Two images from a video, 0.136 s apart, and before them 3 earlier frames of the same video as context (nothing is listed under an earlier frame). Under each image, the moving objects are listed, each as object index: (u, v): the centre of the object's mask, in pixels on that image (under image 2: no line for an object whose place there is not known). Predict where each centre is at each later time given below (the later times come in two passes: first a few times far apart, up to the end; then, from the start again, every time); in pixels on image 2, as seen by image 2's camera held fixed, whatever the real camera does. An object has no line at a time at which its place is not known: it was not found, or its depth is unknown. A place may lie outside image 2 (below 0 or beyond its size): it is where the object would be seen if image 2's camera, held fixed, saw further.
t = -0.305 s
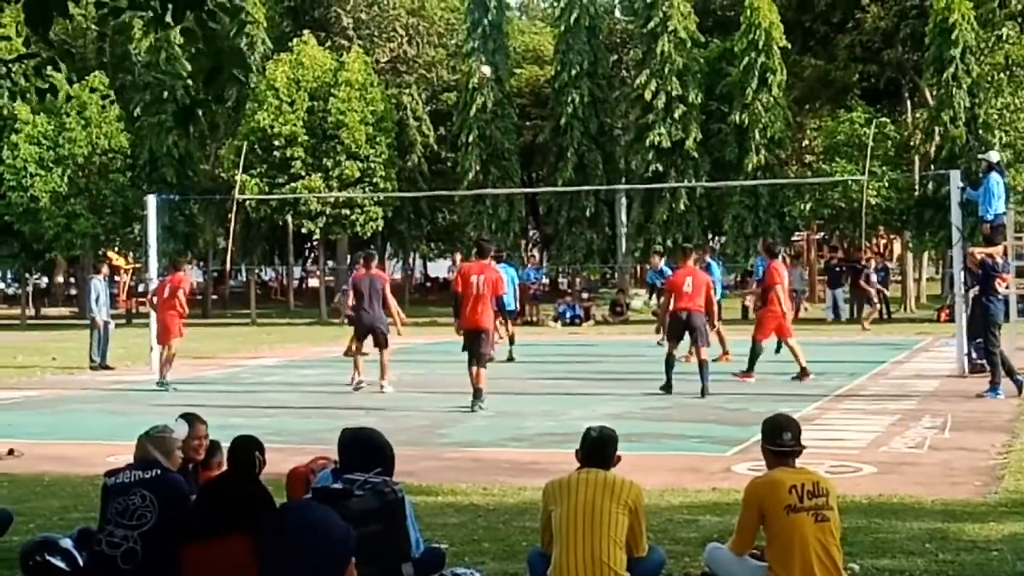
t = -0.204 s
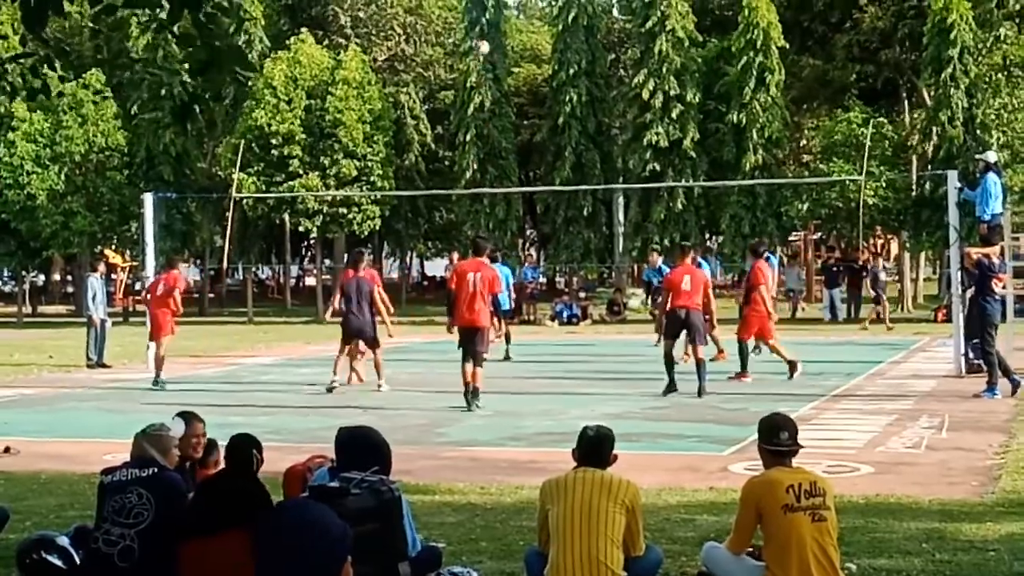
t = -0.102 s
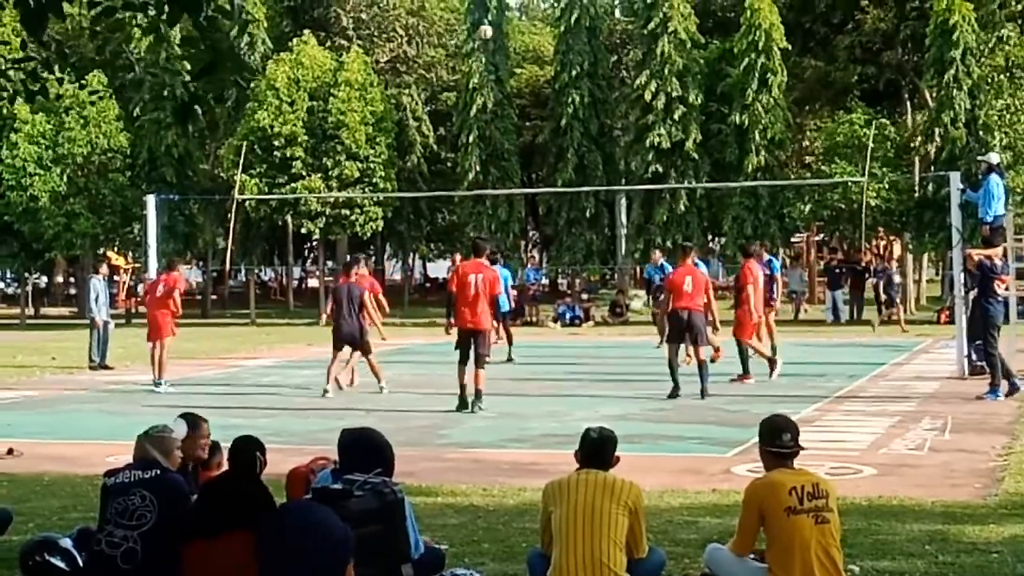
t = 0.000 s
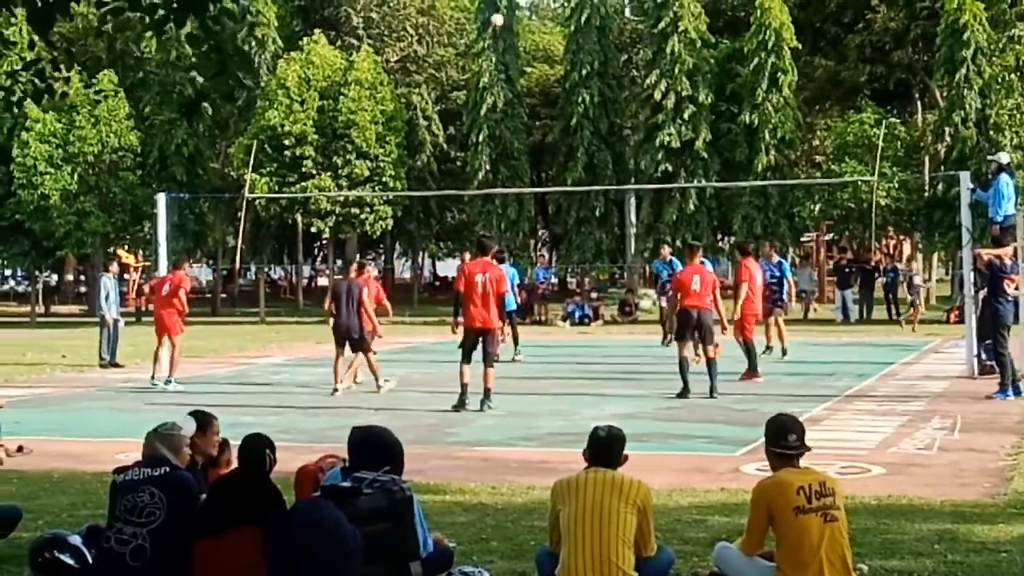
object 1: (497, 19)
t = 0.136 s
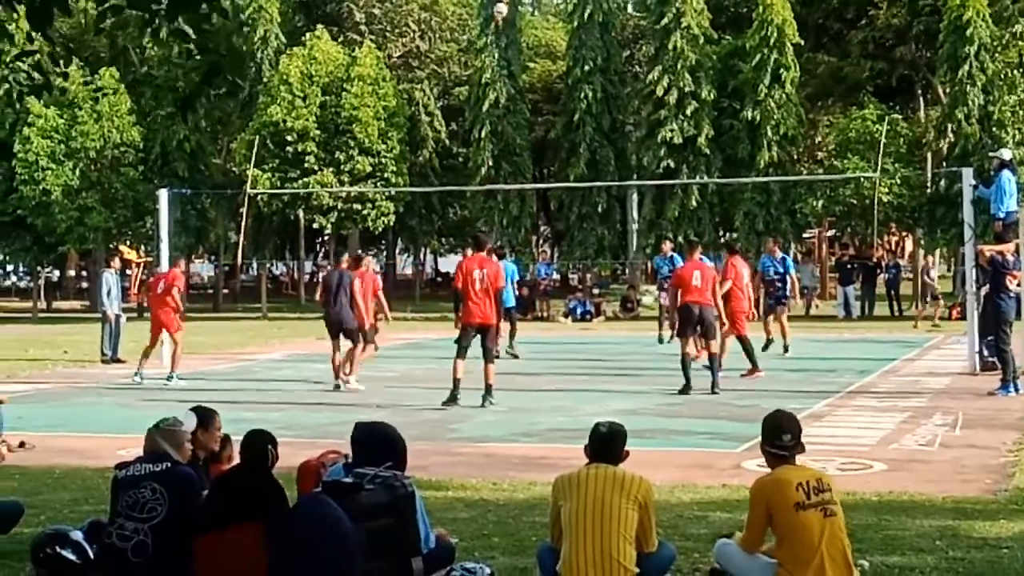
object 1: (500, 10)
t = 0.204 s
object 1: (502, 9)
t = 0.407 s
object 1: (504, 32)
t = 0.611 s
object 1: (508, 81)
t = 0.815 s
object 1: (510, 158)
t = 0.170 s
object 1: (501, 9)
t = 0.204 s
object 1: (502, 9)
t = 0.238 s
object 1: (502, 11)
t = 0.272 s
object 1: (502, 15)
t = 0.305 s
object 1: (502, 18)
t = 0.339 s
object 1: (503, 21)
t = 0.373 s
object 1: (503, 25)
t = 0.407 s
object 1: (504, 32)
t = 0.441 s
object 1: (505, 38)
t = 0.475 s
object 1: (506, 44)
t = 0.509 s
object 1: (506, 52)
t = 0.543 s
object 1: (506, 61)
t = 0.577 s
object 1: (506, 71)
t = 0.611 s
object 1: (508, 81)
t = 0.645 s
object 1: (507, 92)
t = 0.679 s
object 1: (507, 103)
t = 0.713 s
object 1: (508, 116)
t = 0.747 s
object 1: (509, 129)
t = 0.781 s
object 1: (509, 143)
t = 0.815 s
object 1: (510, 158)
